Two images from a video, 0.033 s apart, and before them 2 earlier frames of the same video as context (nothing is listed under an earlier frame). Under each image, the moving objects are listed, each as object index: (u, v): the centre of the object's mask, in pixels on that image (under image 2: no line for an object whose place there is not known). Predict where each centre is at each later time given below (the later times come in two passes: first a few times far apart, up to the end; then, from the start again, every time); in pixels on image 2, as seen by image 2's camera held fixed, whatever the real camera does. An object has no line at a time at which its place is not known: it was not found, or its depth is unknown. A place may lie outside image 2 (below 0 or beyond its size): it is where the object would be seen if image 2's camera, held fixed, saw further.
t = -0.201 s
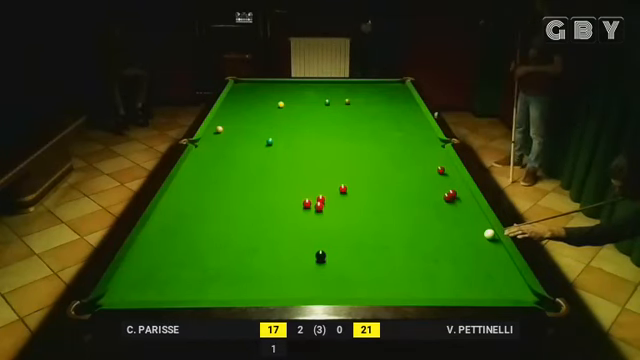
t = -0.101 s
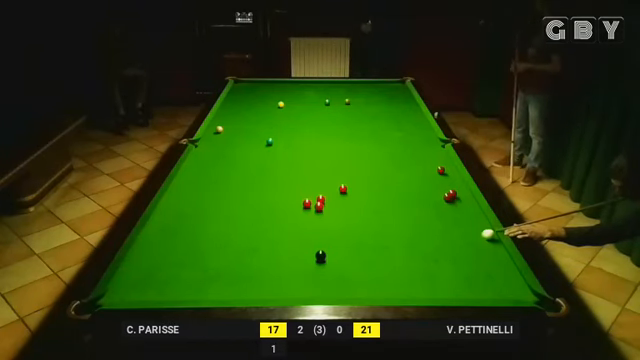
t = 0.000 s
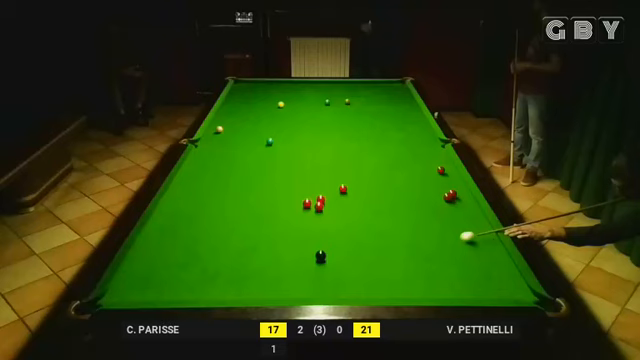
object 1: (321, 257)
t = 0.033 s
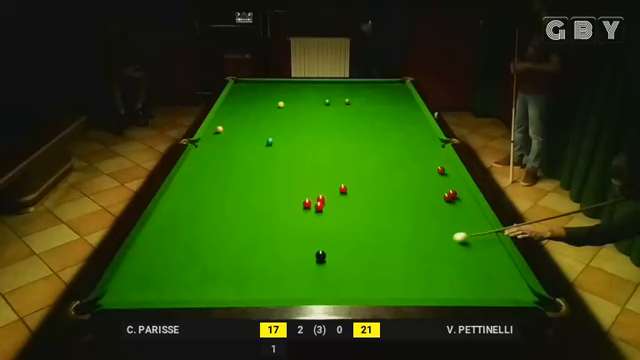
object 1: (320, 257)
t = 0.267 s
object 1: (320, 257)
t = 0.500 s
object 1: (321, 257)
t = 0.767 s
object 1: (296, 261)
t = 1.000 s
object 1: (262, 268)
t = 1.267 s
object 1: (222, 275)
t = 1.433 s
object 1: (196, 281)
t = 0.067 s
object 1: (321, 257)
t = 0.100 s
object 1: (321, 257)
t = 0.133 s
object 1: (320, 257)
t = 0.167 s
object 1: (321, 257)
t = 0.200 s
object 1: (320, 257)
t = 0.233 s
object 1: (321, 257)
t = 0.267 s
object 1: (320, 257)
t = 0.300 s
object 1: (321, 257)
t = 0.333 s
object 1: (320, 257)
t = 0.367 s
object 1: (321, 257)
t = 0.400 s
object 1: (320, 257)
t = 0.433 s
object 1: (321, 257)
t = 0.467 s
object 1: (320, 257)
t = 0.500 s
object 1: (321, 257)
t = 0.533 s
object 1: (320, 257)
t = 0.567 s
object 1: (320, 257)
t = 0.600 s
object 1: (320, 257)
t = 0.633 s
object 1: (320, 256)
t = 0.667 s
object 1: (313, 258)
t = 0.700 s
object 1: (307, 259)
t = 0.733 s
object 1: (302, 260)
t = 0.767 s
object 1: (296, 261)
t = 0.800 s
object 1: (292, 262)
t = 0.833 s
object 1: (287, 263)
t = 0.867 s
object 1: (282, 264)
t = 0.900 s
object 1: (277, 265)
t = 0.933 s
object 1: (271, 266)
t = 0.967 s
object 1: (267, 267)
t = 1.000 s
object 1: (262, 268)
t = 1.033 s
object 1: (257, 269)
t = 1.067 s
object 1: (252, 270)
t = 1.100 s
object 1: (247, 271)
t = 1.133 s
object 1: (242, 272)
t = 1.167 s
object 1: (237, 273)
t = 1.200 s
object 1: (232, 273)
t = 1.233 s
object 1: (227, 274)
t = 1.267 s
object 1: (222, 275)
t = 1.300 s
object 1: (217, 277)
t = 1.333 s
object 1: (212, 278)
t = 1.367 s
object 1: (207, 279)
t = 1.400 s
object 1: (202, 280)
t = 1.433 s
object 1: (196, 281)
